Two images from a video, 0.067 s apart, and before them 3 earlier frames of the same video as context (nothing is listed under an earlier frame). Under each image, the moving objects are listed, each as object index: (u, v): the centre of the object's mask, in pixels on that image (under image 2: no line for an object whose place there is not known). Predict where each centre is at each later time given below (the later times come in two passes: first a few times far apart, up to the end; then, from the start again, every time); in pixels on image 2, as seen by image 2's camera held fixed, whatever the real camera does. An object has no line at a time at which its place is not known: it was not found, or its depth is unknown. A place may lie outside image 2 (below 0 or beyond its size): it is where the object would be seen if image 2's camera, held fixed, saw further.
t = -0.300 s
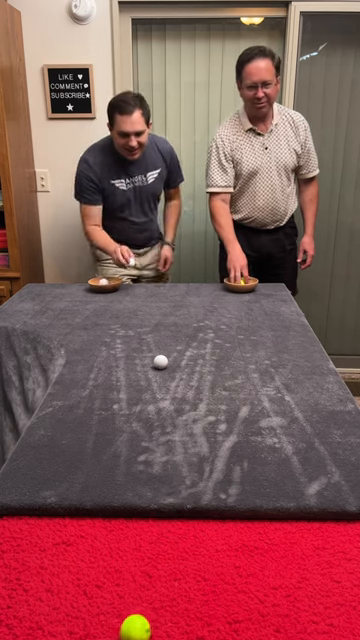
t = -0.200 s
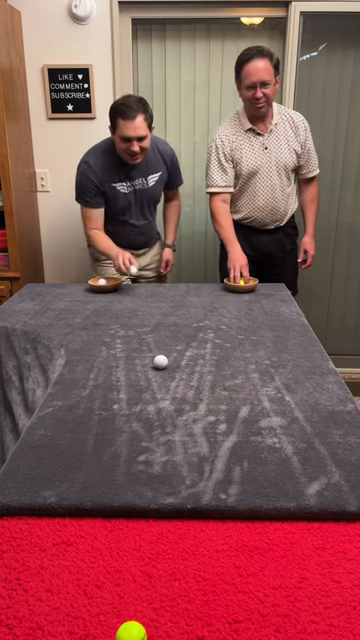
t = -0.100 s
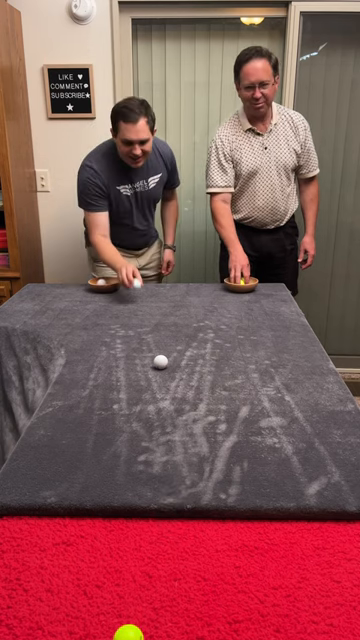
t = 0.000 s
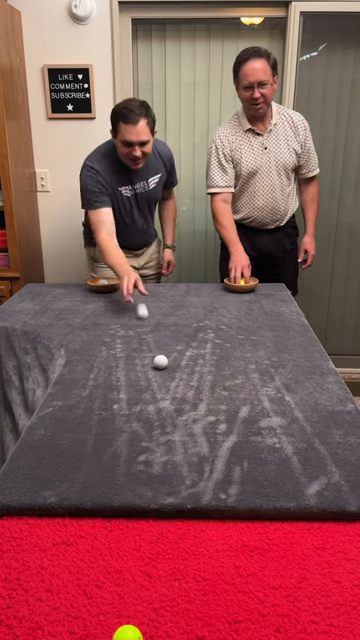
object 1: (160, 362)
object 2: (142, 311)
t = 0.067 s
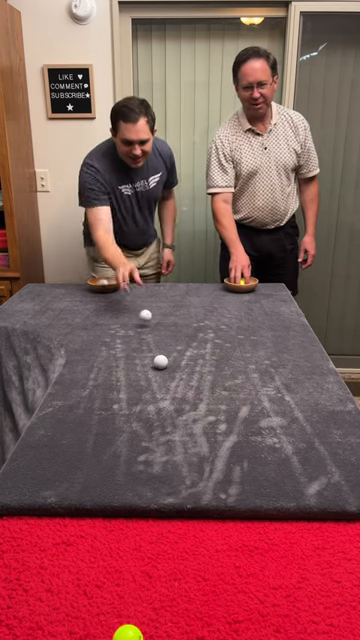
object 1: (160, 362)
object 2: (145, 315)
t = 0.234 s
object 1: (160, 362)
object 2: (155, 343)
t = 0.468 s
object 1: (161, 380)
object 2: (169, 361)
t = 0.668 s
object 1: (162, 401)
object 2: (177, 366)
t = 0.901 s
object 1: (164, 425)
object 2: (180, 368)
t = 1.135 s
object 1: (164, 446)
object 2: (180, 368)
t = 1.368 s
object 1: (164, 461)
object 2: (179, 368)
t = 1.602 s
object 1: (164, 469)
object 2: (179, 368)
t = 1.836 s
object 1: (164, 468)
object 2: (179, 368)
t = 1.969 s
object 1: (164, 468)
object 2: (179, 368)
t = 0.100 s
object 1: (160, 362)
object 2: (148, 319)
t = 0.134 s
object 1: (160, 362)
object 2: (149, 327)
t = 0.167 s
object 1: (160, 362)
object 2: (151, 334)
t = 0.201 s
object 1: (160, 362)
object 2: (153, 337)
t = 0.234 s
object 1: (160, 362)
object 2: (155, 343)
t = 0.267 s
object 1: (160, 362)
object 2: (157, 348)
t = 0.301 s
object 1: (160, 362)
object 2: (159, 351)
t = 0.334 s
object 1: (160, 365)
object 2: (162, 354)
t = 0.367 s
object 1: (161, 369)
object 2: (164, 356)
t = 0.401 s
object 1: (161, 373)
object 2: (166, 358)
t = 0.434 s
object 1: (161, 377)
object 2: (167, 360)
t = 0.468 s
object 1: (161, 380)
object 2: (169, 361)
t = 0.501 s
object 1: (161, 384)
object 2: (171, 362)
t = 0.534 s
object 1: (162, 388)
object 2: (172, 362)
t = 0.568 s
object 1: (162, 391)
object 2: (173, 364)
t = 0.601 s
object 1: (162, 394)
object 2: (174, 364)
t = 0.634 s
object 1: (162, 398)
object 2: (175, 365)
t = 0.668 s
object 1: (162, 401)
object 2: (177, 366)
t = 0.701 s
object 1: (163, 405)
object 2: (178, 366)
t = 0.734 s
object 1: (163, 408)
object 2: (179, 367)
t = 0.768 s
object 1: (163, 412)
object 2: (179, 367)
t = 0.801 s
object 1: (163, 415)
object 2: (180, 367)
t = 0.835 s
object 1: (164, 418)
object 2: (180, 368)
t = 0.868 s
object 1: (164, 422)
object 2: (180, 368)
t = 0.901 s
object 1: (164, 425)
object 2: (180, 368)
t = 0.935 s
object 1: (164, 428)
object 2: (180, 368)
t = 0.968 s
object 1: (165, 431)
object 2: (180, 368)
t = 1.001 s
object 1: (165, 434)
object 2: (180, 368)
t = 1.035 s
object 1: (165, 437)
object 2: (180, 368)
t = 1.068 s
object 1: (165, 440)
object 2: (180, 368)
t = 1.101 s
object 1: (164, 443)
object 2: (180, 368)
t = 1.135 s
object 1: (164, 446)
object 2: (180, 368)
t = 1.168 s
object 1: (164, 448)
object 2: (180, 368)
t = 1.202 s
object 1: (164, 451)
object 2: (180, 368)
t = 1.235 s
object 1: (164, 453)
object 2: (180, 368)
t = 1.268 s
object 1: (164, 455)
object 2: (179, 368)
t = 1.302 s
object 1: (164, 457)
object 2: (179, 368)
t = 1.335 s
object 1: (164, 459)
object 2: (179, 368)
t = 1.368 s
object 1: (164, 461)
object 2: (179, 368)
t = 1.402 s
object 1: (164, 463)
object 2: (179, 368)
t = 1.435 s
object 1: (164, 464)
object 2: (179, 368)
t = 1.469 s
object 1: (164, 465)
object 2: (179, 368)
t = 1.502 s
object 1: (164, 466)
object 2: (179, 368)
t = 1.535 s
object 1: (164, 467)
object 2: (180, 368)
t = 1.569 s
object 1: (164, 468)
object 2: (179, 368)
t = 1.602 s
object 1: (164, 469)
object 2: (179, 368)
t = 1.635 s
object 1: (164, 469)
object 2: (179, 368)
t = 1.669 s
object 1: (164, 469)
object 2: (179, 368)
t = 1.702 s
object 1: (164, 469)
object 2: (179, 368)
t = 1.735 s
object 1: (164, 469)
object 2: (179, 368)
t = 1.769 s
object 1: (164, 469)
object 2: (179, 368)
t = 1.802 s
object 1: (164, 468)
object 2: (180, 368)
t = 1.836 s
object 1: (164, 468)
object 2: (179, 368)
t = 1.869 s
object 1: (164, 468)
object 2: (179, 368)
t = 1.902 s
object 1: (164, 468)
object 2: (179, 368)
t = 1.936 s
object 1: (164, 468)
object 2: (179, 368)
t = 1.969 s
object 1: (164, 468)
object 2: (179, 368)
